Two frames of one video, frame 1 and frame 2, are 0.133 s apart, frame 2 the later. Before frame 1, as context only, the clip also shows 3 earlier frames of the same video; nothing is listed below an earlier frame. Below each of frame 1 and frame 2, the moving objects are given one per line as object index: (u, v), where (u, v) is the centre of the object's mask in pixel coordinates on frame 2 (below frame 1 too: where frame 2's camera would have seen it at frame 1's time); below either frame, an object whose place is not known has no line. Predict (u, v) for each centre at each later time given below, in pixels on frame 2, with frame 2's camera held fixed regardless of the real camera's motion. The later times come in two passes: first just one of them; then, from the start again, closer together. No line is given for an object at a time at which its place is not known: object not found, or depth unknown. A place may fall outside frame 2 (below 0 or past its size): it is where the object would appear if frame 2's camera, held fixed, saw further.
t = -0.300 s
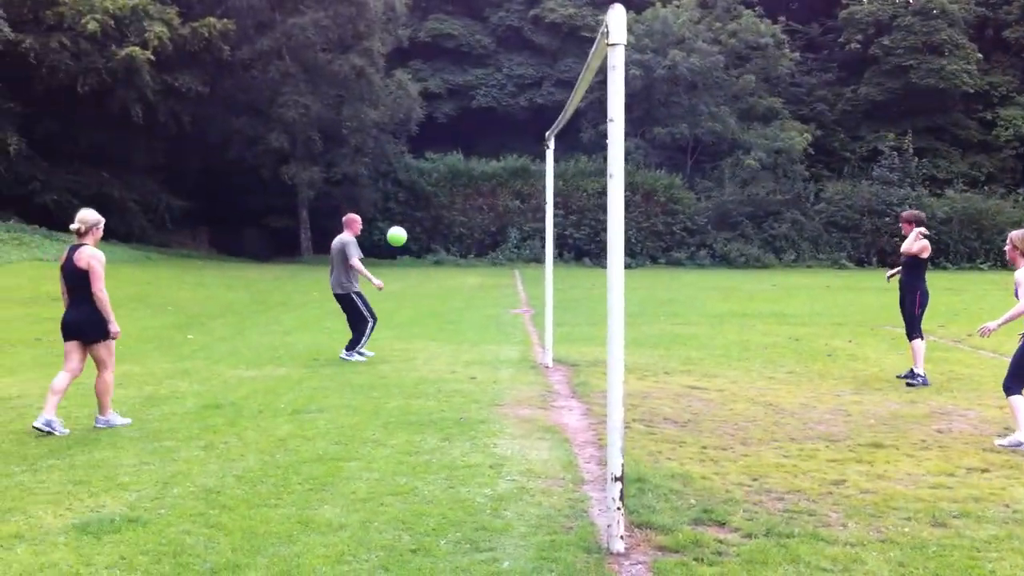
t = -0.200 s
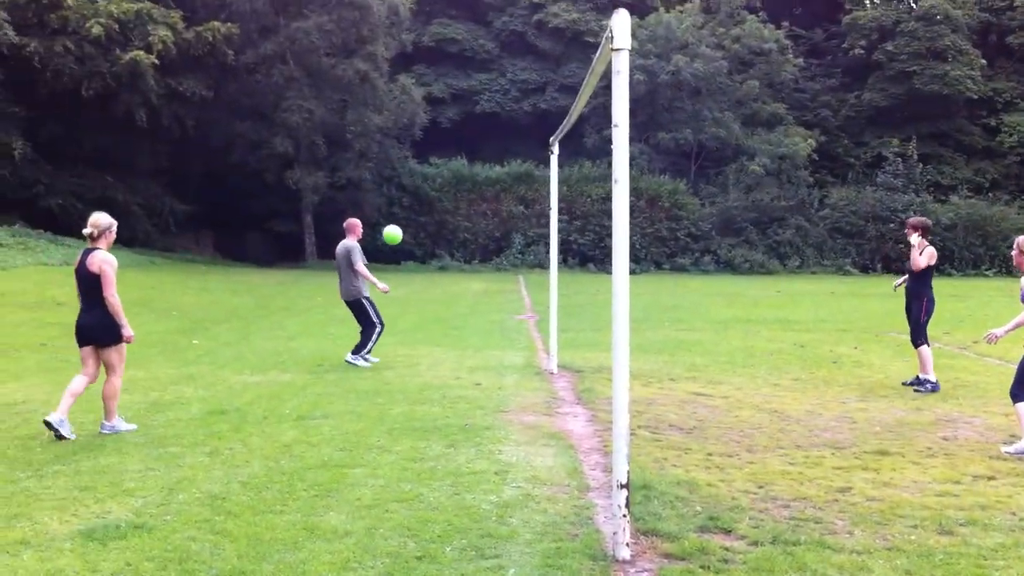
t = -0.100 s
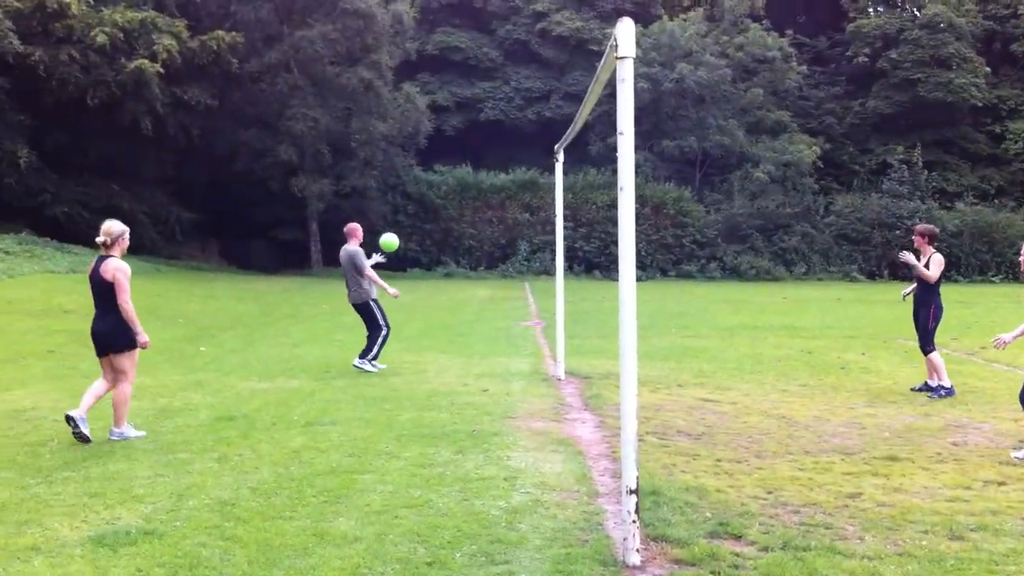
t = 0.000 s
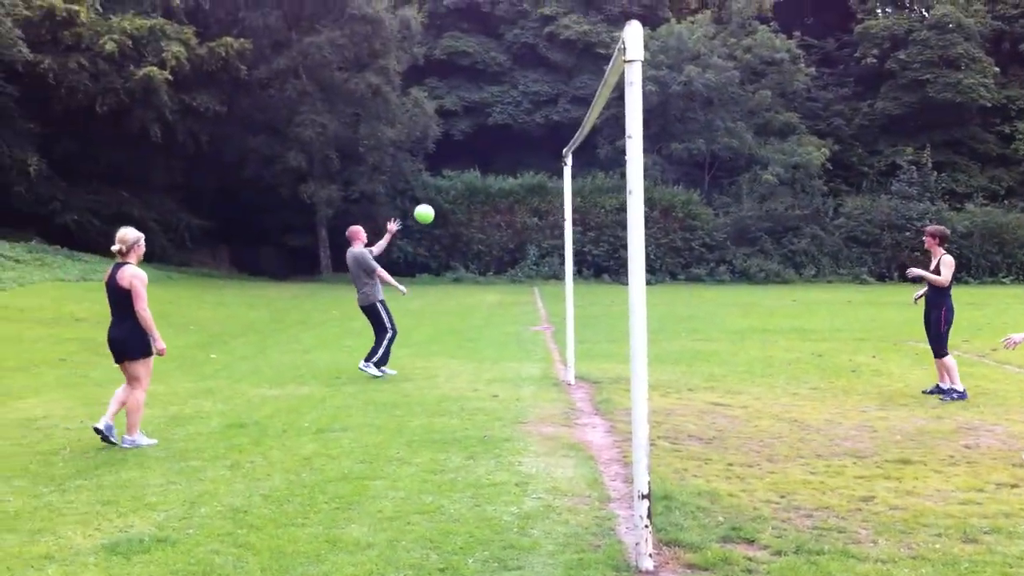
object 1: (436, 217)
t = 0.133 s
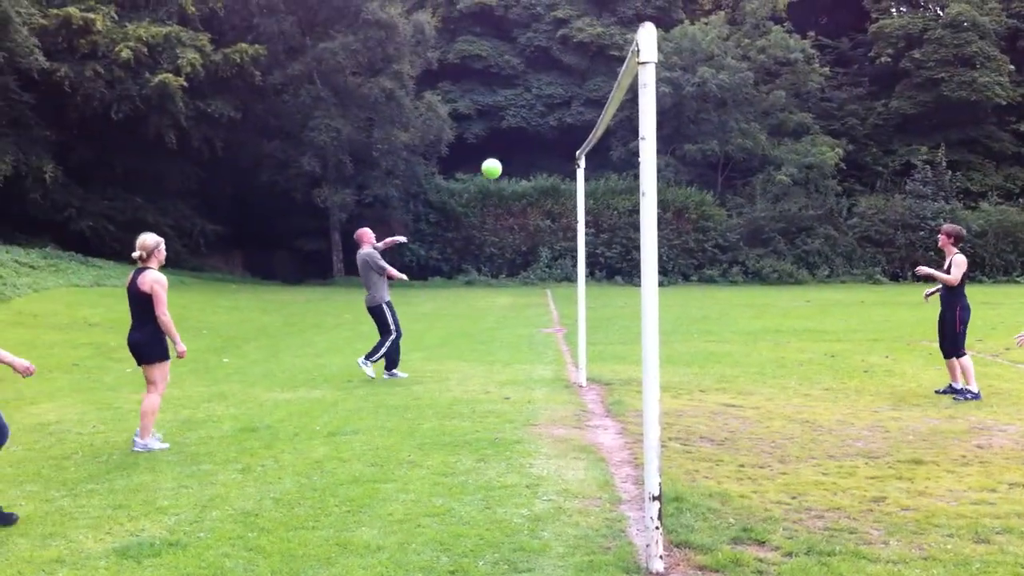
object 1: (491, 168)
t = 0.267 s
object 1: (546, 132)
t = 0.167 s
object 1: (504, 158)
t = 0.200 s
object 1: (518, 149)
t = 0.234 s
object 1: (533, 140)
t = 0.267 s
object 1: (546, 132)
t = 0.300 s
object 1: (560, 127)
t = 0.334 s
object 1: (572, 121)
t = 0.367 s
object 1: (589, 116)
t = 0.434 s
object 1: (624, 114)
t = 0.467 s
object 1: (631, 111)
